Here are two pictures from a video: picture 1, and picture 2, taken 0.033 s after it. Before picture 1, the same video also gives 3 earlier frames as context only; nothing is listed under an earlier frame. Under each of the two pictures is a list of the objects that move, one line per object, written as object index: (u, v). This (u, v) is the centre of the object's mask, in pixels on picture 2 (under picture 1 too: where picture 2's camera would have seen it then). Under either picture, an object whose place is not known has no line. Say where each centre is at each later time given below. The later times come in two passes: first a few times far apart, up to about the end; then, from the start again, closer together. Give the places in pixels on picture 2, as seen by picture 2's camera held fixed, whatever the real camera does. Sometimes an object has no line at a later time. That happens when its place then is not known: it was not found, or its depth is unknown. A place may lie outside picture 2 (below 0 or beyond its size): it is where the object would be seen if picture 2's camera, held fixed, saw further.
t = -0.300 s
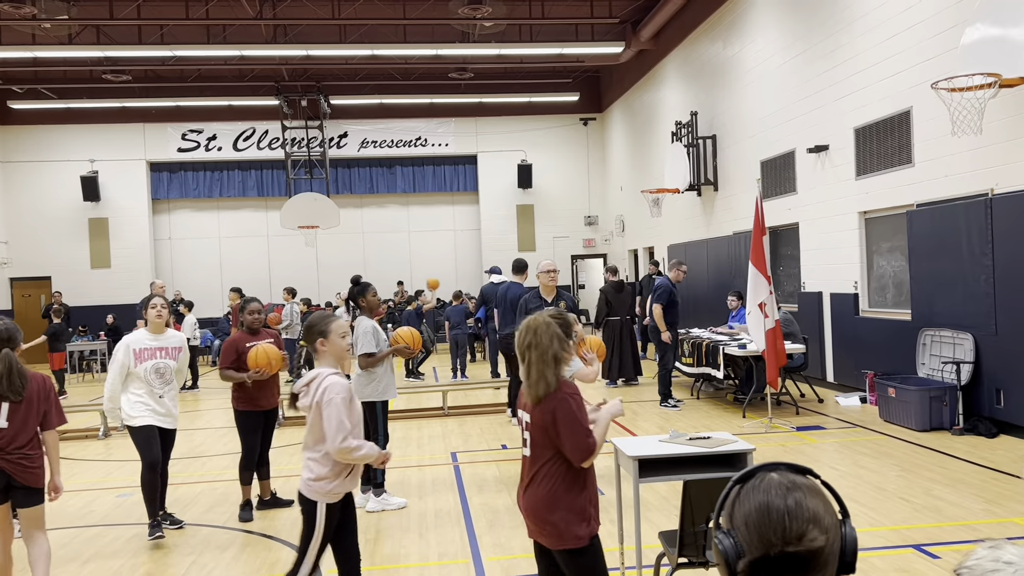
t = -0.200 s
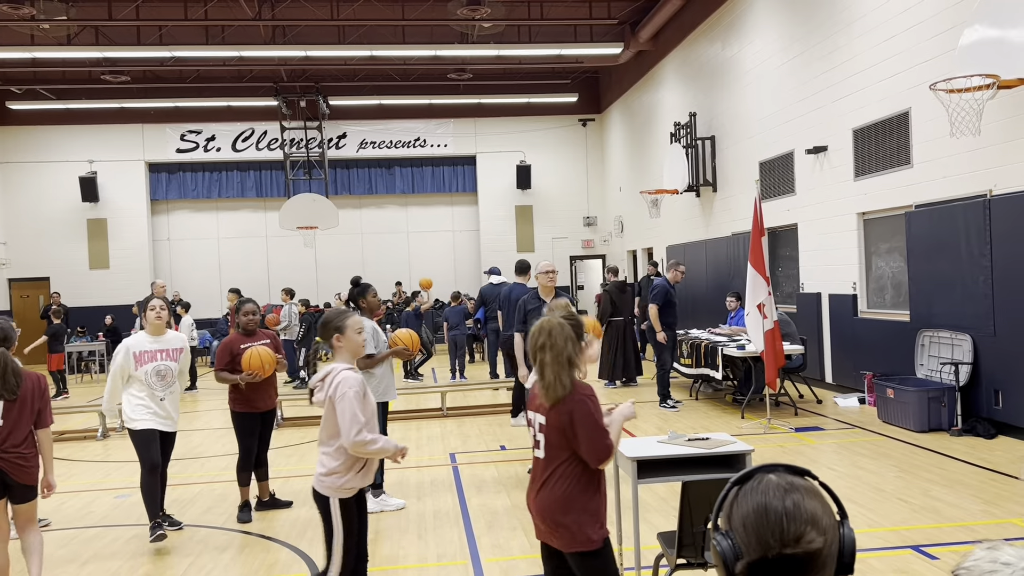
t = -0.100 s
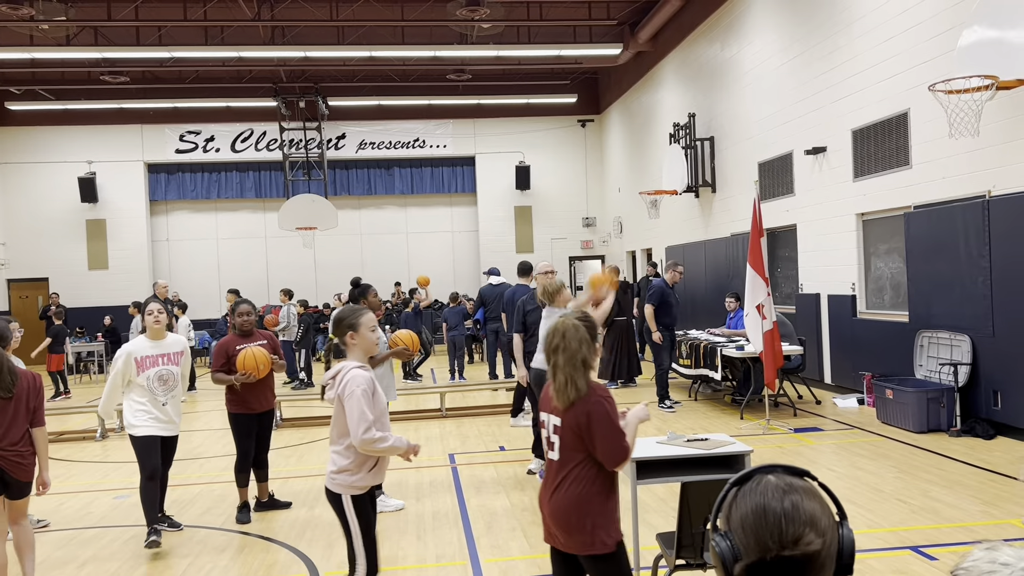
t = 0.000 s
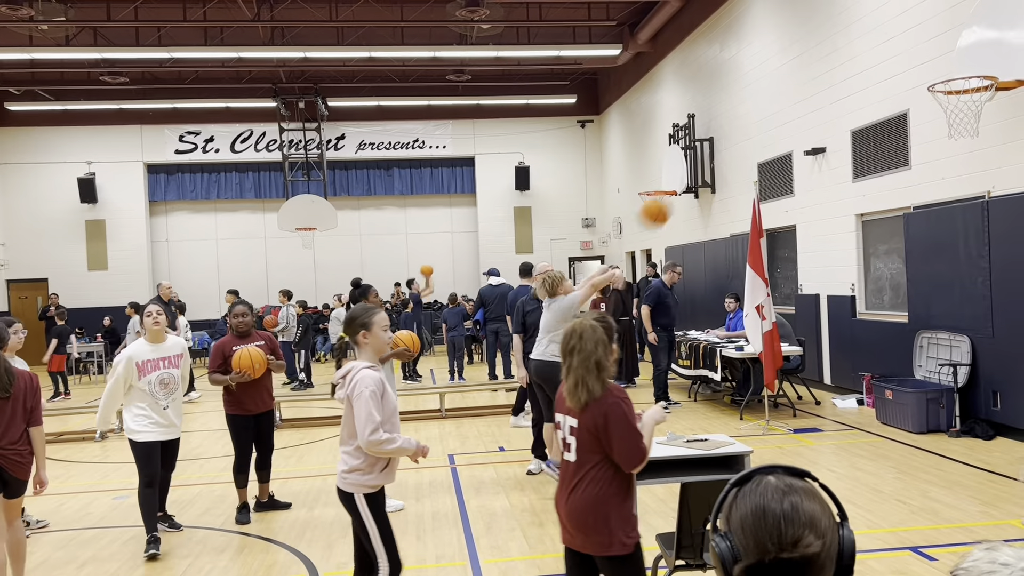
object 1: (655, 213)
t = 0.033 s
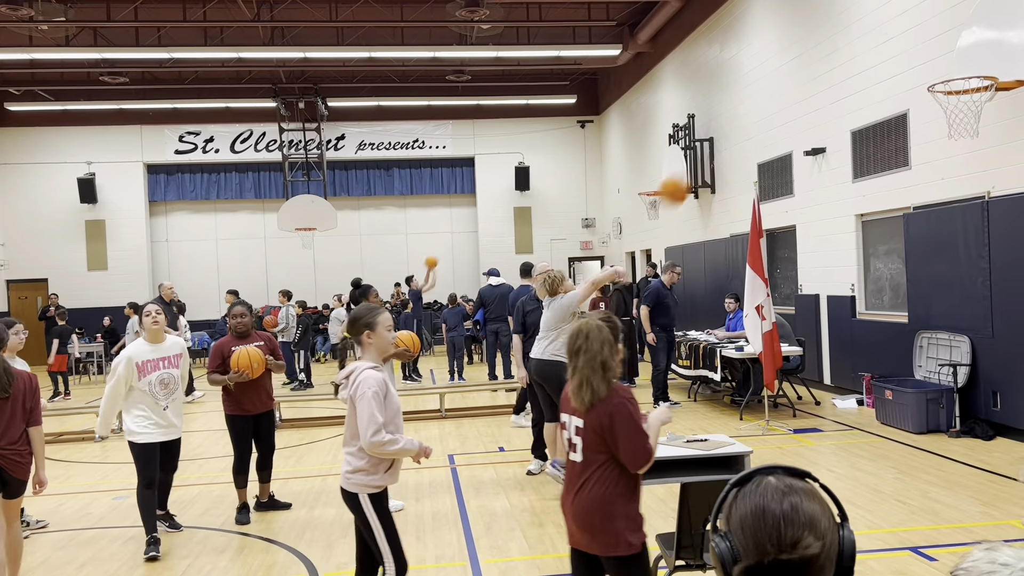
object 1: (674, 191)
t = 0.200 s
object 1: (769, 103)
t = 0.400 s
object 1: (882, 48)
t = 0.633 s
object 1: (1014, 54)
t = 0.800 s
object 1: (999, 95)
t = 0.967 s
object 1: (938, 173)
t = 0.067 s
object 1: (694, 169)
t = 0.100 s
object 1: (711, 151)
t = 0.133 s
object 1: (731, 133)
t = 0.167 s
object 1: (750, 117)
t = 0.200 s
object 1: (769, 103)
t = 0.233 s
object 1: (787, 90)
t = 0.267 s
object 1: (806, 79)
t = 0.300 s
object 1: (825, 69)
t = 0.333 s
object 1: (845, 60)
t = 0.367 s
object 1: (863, 54)
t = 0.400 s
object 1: (882, 48)
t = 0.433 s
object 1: (902, 44)
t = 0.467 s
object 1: (921, 41)
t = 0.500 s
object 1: (941, 41)
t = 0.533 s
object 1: (960, 41)
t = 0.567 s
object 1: (979, 44)
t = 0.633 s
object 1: (1014, 54)
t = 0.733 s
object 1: (1014, 75)
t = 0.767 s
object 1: (1008, 84)
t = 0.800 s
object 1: (999, 95)
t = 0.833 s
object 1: (987, 107)
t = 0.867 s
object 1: (974, 122)
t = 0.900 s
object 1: (962, 137)
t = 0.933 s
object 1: (950, 154)
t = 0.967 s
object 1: (938, 173)
